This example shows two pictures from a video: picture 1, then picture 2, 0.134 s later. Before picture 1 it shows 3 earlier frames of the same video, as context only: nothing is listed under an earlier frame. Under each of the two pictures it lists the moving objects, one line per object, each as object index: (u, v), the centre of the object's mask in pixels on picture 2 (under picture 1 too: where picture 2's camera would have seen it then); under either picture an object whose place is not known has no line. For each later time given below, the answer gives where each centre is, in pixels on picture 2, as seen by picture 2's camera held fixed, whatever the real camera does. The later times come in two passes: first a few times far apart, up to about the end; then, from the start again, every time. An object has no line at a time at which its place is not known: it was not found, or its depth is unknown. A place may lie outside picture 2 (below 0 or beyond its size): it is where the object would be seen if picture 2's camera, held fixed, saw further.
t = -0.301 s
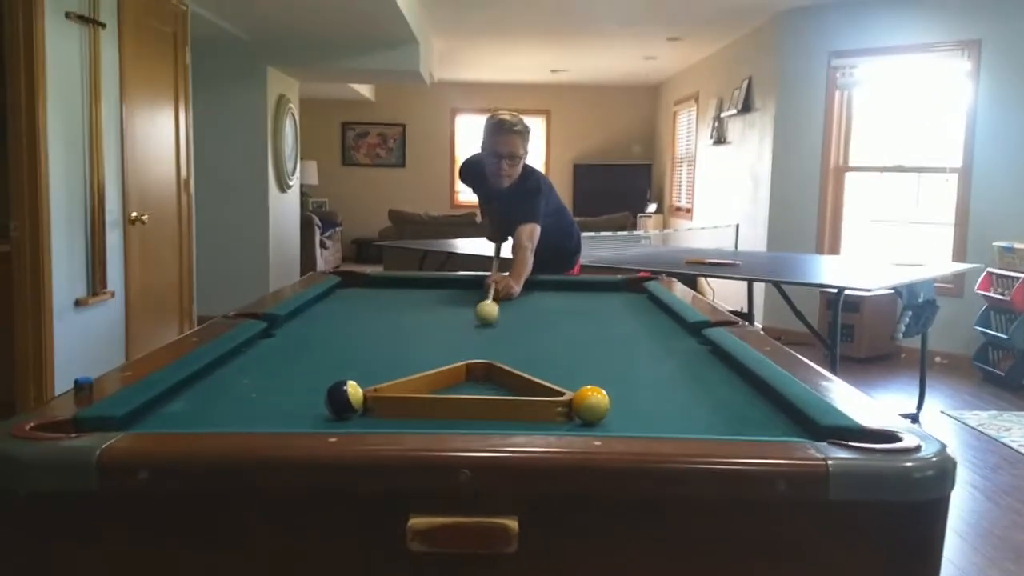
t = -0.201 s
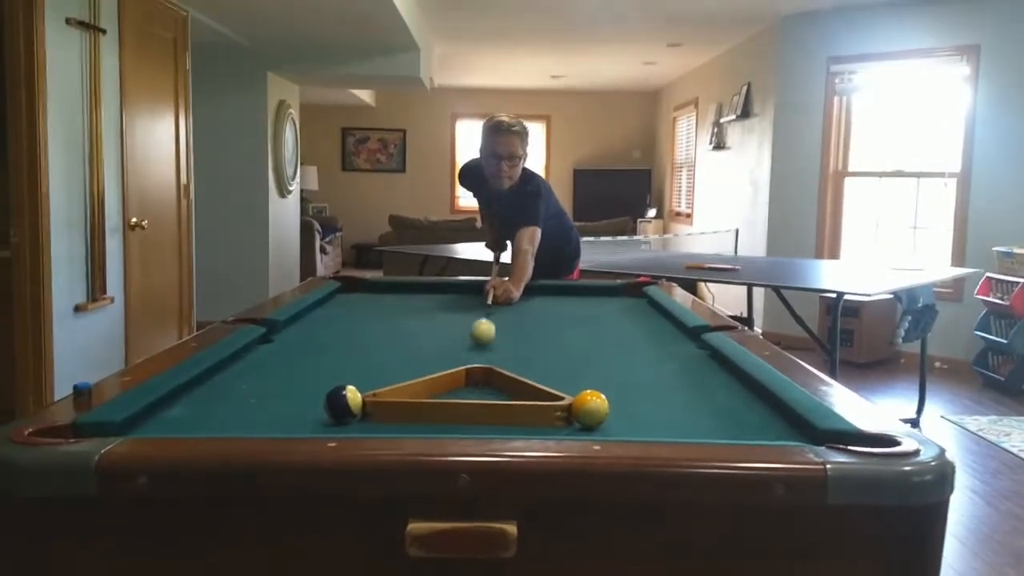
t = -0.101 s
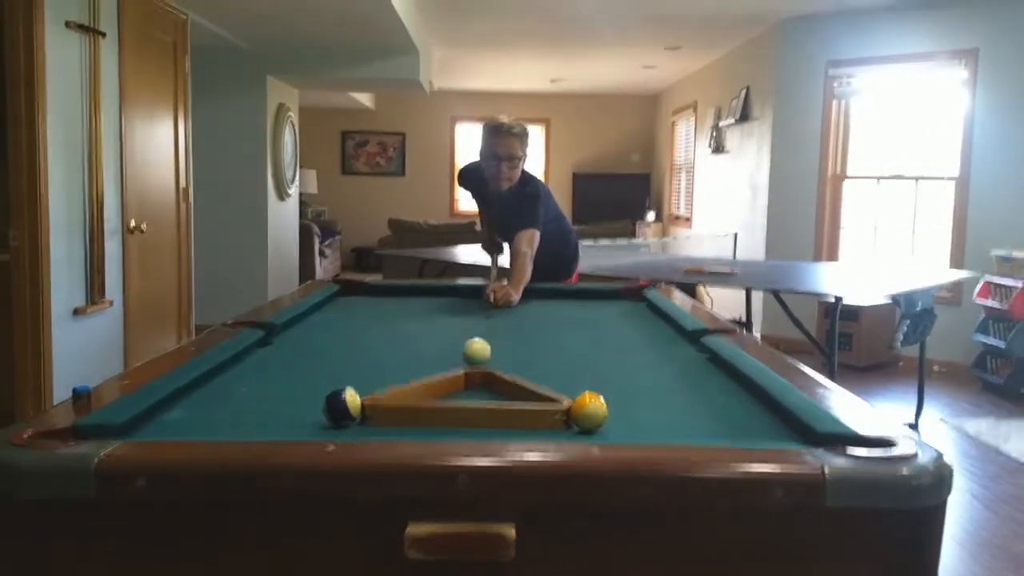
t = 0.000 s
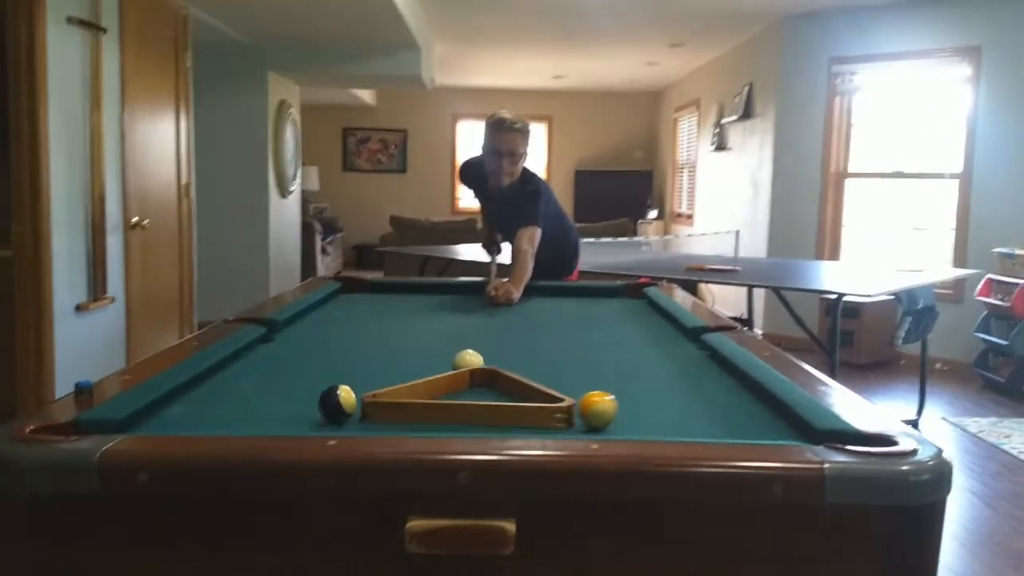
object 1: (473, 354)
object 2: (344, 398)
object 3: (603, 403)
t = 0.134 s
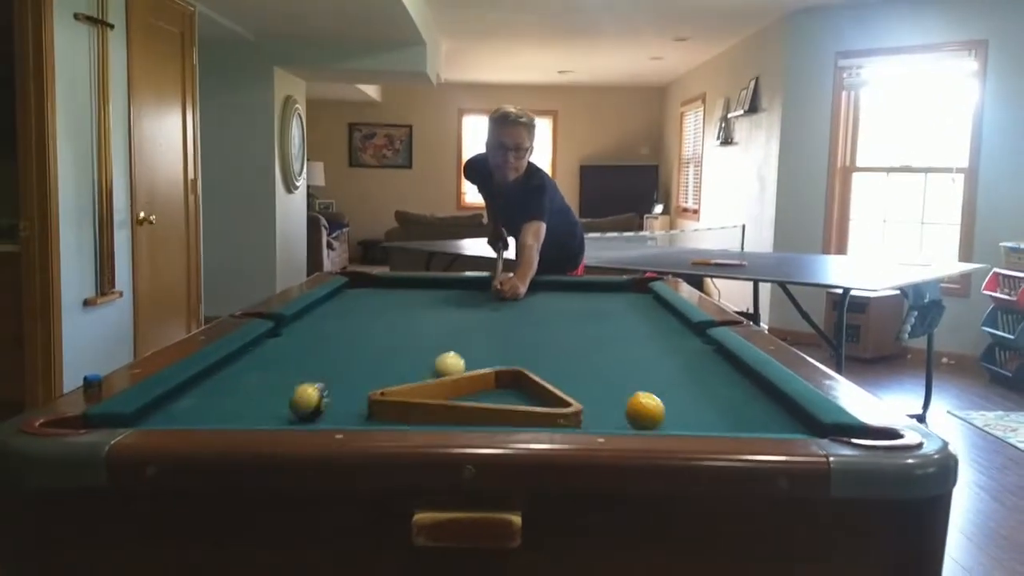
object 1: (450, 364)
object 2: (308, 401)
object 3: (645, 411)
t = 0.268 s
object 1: (418, 375)
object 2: (274, 405)
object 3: (686, 416)
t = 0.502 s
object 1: (333, 399)
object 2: (209, 410)
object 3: (760, 424)
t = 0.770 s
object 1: (213, 417)
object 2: (145, 414)
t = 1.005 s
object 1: (175, 411)
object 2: (110, 421)
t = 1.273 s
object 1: (180, 401)
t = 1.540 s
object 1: (207, 390)
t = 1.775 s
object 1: (225, 382)
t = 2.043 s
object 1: (239, 375)
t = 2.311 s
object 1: (248, 369)
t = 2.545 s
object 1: (253, 364)
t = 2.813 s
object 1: (255, 361)
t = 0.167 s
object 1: (442, 367)
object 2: (300, 403)
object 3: (655, 412)
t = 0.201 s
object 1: (435, 370)
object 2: (291, 403)
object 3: (665, 413)
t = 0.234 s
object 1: (428, 372)
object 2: (282, 404)
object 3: (675, 415)
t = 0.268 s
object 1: (418, 375)
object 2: (274, 405)
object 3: (686, 416)
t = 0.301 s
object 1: (407, 378)
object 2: (264, 406)
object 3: (695, 417)
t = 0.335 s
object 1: (395, 380)
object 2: (256, 407)
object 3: (707, 419)
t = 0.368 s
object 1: (383, 384)
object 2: (247, 407)
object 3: (717, 420)
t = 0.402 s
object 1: (370, 390)
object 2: (238, 408)
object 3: (727, 421)
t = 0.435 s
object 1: (359, 393)
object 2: (229, 409)
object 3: (738, 422)
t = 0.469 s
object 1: (346, 396)
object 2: (219, 410)
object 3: (749, 423)
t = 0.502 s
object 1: (333, 399)
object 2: (209, 410)
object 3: (760, 424)
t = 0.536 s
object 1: (319, 402)
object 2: (200, 410)
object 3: (770, 426)
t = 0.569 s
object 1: (305, 405)
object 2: (191, 411)
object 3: (781, 427)
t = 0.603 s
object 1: (291, 408)
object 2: (183, 412)
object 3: (792, 428)
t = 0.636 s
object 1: (277, 409)
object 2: (173, 413)
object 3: (803, 430)
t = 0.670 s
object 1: (262, 412)
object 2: (164, 415)
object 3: (813, 430)
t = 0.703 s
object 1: (246, 414)
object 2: (154, 414)
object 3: (823, 431)
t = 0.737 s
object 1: (229, 416)
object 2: (146, 414)
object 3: (832, 434)
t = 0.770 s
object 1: (213, 417)
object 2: (145, 414)
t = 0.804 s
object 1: (203, 417)
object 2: (142, 415)
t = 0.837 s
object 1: (195, 416)
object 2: (141, 415)
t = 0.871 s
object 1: (187, 416)
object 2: (138, 416)
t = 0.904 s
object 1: (183, 414)
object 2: (131, 418)
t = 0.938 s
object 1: (180, 413)
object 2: (123, 419)
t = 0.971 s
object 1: (177, 412)
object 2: (117, 419)
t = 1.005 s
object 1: (175, 411)
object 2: (110, 421)
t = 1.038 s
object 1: (172, 410)
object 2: (104, 423)
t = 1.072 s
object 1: (170, 409)
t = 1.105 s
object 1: (167, 408)
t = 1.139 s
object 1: (165, 407)
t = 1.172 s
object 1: (168, 406)
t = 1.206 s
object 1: (173, 404)
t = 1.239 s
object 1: (176, 403)
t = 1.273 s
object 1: (180, 401)
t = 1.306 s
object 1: (184, 399)
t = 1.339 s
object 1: (188, 397)
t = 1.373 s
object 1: (191, 396)
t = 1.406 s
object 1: (194, 395)
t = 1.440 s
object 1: (197, 394)
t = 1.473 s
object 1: (200, 392)
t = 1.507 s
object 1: (204, 391)
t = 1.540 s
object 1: (207, 390)
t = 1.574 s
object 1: (210, 389)
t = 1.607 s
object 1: (212, 387)
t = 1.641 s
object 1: (215, 386)
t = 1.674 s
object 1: (218, 385)
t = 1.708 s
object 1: (220, 384)
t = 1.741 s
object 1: (223, 383)
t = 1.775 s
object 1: (225, 382)
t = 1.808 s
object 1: (227, 381)
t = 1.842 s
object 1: (229, 380)
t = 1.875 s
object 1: (231, 379)
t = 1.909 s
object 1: (233, 378)
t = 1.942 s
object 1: (235, 377)
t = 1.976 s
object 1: (236, 377)
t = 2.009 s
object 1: (238, 376)
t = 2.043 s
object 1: (239, 375)
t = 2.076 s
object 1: (240, 374)
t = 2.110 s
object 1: (242, 373)
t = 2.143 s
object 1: (243, 372)
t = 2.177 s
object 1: (244, 371)
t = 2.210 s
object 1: (246, 371)
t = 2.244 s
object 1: (246, 370)
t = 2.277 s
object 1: (248, 369)
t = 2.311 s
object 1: (248, 369)
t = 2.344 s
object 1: (249, 368)
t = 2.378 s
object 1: (250, 368)
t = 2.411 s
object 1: (250, 367)
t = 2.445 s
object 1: (251, 366)
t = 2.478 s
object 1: (252, 366)
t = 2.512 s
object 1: (252, 365)
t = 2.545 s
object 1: (253, 364)
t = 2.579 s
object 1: (253, 364)
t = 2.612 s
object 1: (253, 364)
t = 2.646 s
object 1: (254, 363)
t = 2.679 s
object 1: (254, 363)
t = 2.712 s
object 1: (254, 363)
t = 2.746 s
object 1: (254, 362)
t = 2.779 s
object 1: (254, 362)
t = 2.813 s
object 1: (255, 361)
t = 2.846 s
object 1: (255, 361)
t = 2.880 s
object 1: (255, 361)
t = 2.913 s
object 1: (256, 360)
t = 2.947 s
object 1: (256, 360)
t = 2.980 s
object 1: (256, 359)
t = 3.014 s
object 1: (256, 359)
